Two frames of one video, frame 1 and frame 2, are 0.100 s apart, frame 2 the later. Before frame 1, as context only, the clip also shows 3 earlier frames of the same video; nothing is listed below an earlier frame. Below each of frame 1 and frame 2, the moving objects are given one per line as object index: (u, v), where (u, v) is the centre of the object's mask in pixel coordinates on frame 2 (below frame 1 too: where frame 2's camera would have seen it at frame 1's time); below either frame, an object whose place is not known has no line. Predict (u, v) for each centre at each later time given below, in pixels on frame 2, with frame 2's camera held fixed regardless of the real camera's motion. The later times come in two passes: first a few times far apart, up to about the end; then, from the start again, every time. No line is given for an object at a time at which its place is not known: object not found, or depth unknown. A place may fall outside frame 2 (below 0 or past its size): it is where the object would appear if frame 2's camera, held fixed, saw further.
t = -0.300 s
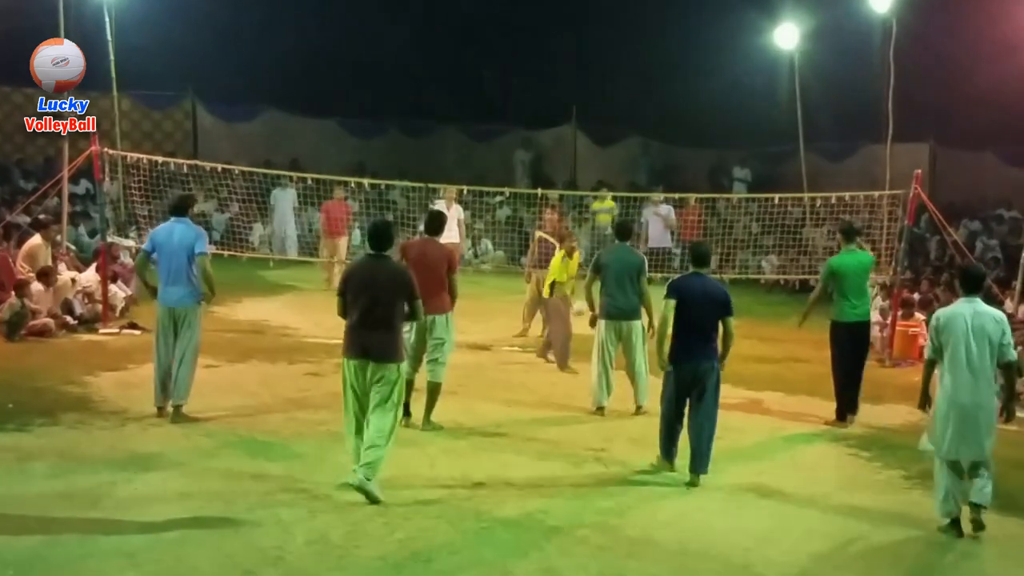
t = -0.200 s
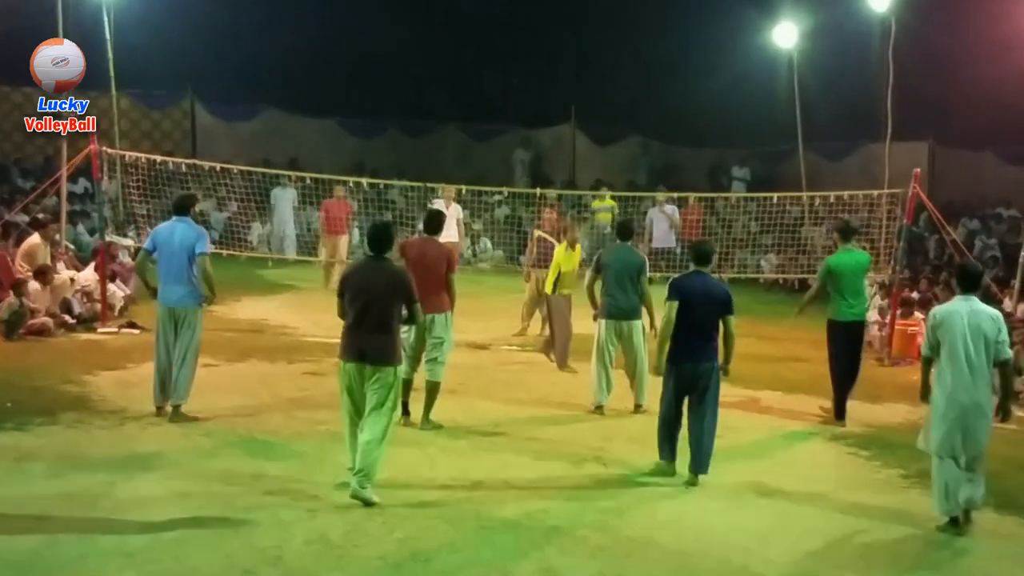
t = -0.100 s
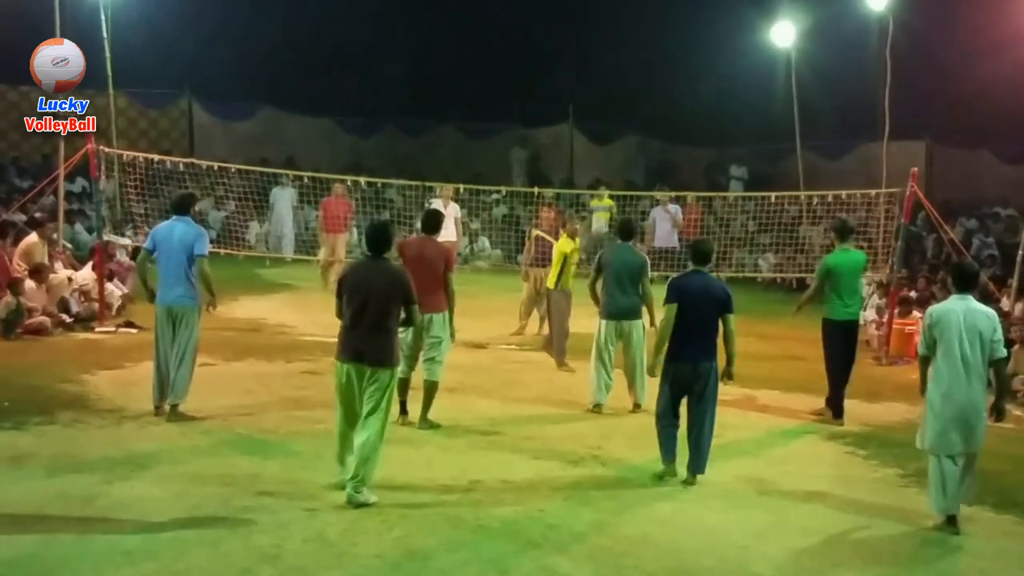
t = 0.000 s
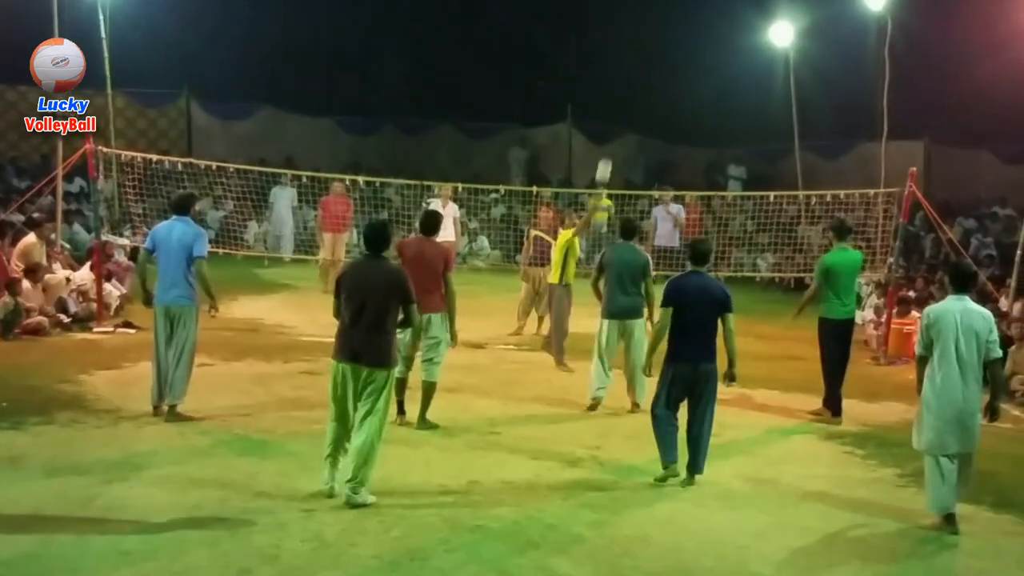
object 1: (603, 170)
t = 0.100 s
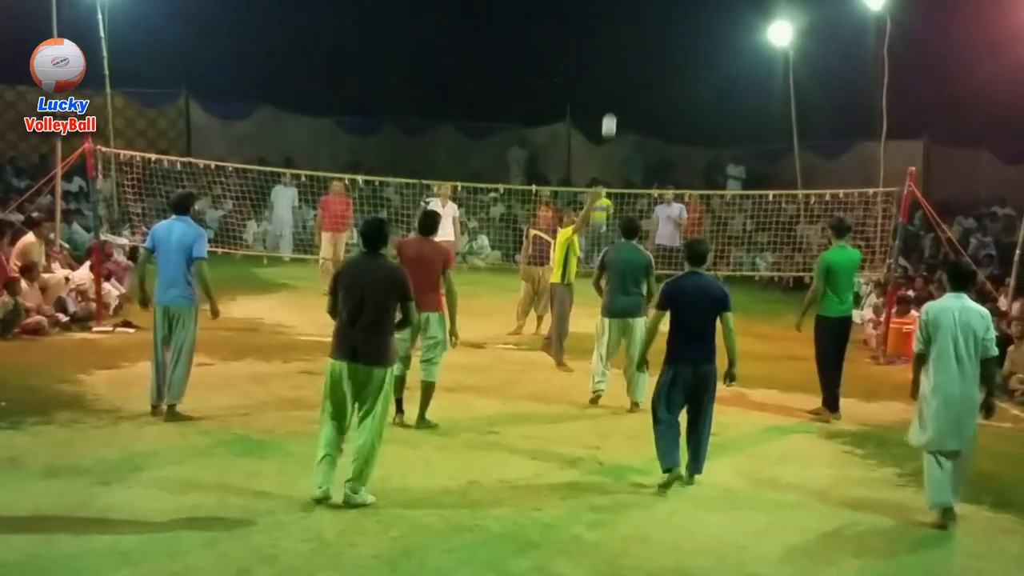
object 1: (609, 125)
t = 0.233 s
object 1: (616, 81)
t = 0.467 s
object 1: (628, 44)
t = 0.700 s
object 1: (636, 62)
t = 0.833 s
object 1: (640, 98)
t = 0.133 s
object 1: (611, 113)
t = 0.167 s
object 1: (613, 101)
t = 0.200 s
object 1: (614, 91)
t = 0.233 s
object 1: (616, 81)
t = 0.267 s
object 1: (618, 73)
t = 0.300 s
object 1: (620, 65)
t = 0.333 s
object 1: (622, 59)
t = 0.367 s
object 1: (623, 53)
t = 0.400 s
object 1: (625, 49)
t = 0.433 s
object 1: (626, 45)
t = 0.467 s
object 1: (628, 44)
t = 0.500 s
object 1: (629, 43)
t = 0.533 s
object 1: (630, 44)
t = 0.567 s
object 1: (632, 45)
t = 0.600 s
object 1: (633, 47)
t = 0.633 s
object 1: (634, 51)
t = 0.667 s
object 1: (635, 56)
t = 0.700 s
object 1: (636, 62)
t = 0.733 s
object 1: (638, 69)
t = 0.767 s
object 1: (638, 78)
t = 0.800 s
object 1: (639, 87)
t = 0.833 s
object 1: (640, 98)
